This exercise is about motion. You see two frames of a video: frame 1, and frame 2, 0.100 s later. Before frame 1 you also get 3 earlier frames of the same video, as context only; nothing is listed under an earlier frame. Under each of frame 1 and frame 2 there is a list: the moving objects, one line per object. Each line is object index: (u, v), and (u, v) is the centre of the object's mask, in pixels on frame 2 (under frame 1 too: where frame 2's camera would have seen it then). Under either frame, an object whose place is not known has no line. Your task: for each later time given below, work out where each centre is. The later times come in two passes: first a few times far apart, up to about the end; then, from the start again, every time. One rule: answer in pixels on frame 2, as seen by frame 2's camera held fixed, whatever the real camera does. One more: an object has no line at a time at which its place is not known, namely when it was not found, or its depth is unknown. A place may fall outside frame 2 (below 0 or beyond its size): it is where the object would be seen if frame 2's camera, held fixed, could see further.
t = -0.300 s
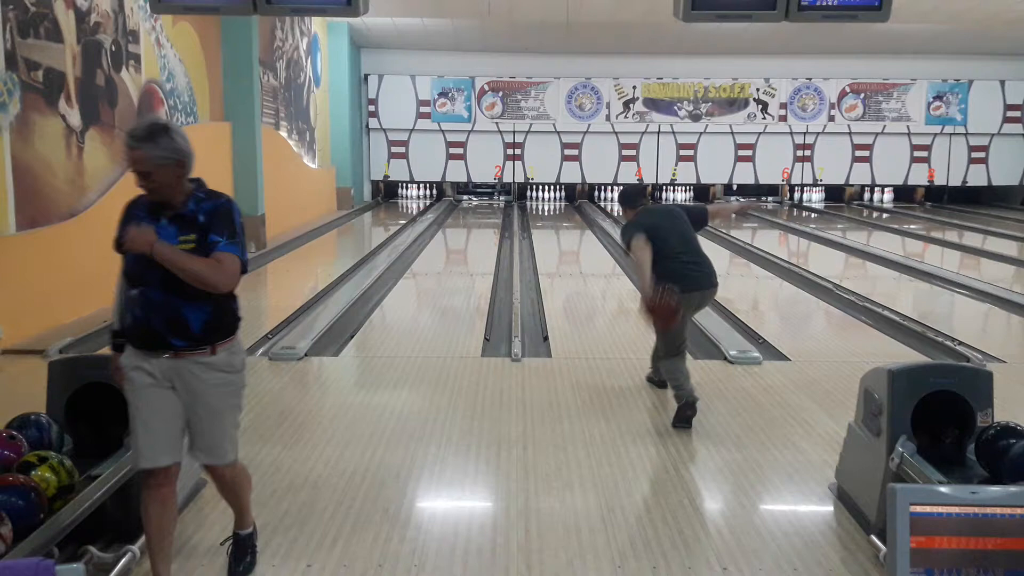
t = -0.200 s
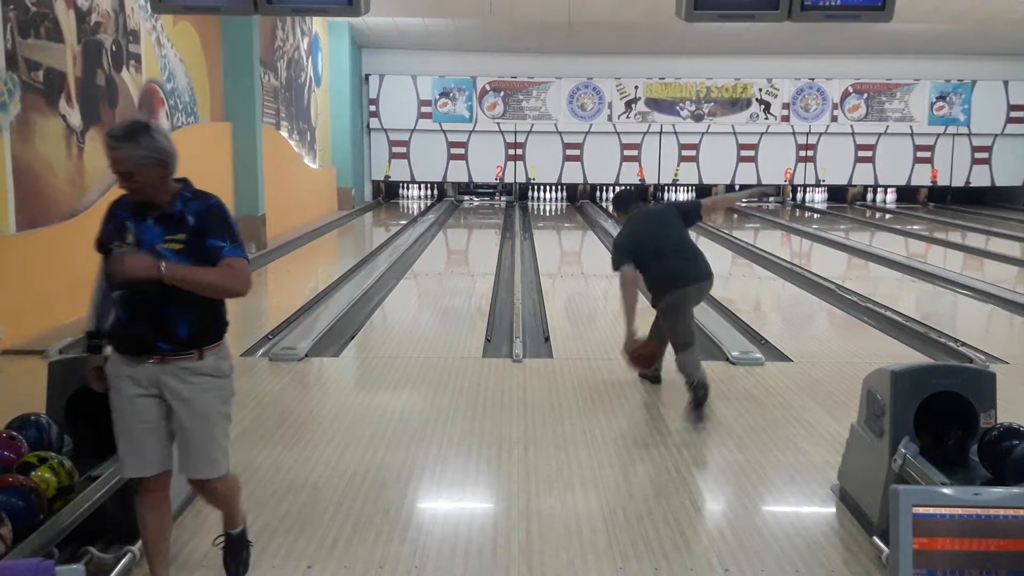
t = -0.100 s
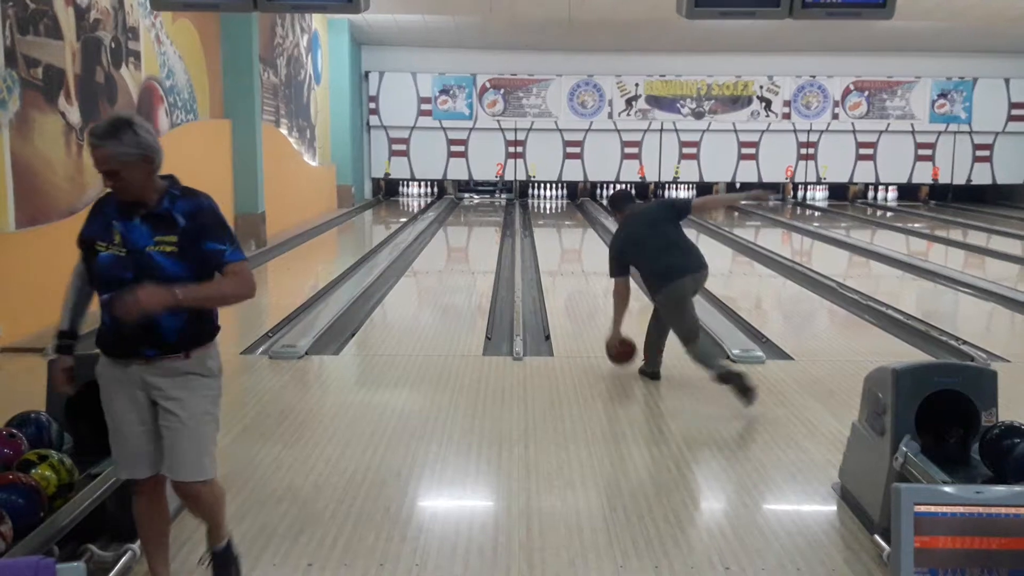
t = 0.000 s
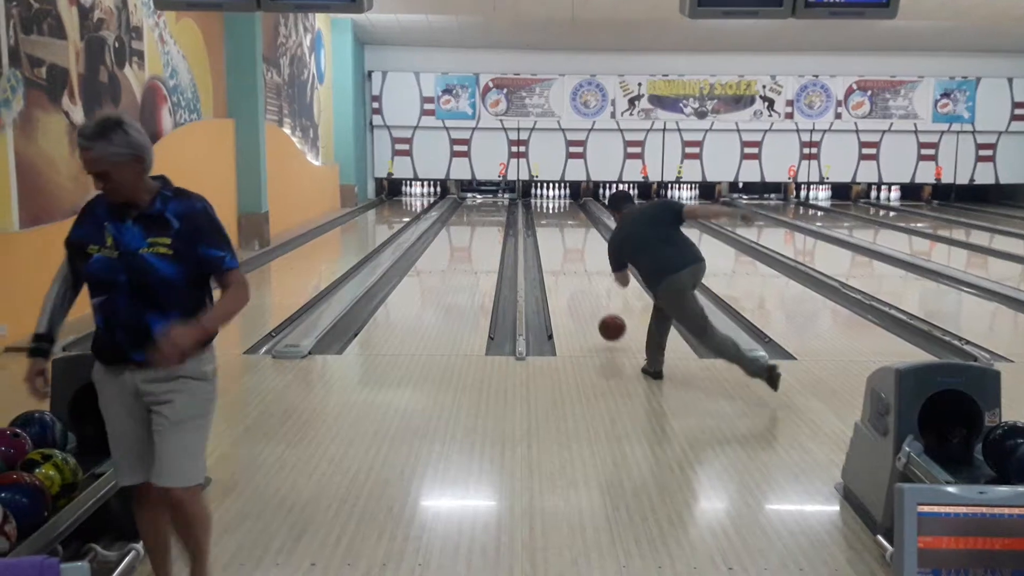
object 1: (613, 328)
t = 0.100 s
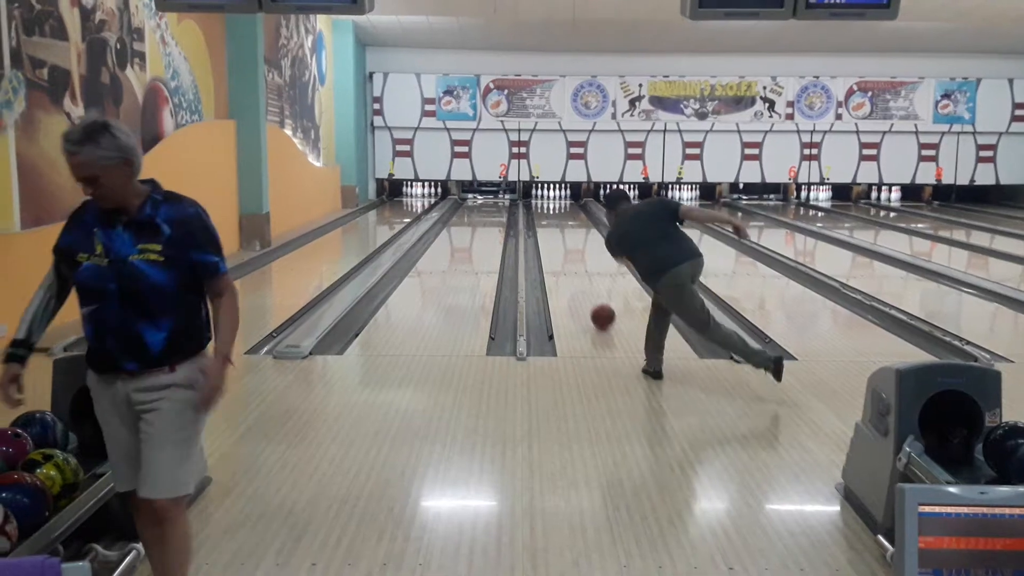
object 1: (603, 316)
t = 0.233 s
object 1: (593, 297)
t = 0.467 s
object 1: (581, 271)
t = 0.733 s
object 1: (572, 249)
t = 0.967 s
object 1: (566, 236)
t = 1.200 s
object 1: (561, 226)
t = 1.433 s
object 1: (557, 217)
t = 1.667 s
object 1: (555, 210)
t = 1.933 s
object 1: (555, 204)
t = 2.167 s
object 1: (555, 199)
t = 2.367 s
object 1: (558, 196)
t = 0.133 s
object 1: (600, 311)
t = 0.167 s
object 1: (598, 306)
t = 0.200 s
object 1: (596, 301)
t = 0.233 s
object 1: (593, 297)
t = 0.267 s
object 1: (591, 293)
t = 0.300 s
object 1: (589, 288)
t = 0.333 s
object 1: (587, 285)
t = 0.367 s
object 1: (586, 281)
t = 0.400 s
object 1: (584, 278)
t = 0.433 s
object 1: (582, 274)
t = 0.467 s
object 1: (581, 271)
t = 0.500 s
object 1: (580, 268)
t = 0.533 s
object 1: (578, 265)
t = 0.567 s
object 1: (577, 262)
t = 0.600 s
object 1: (576, 259)
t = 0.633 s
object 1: (575, 257)
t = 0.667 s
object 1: (574, 254)
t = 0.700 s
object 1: (573, 252)
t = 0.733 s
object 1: (572, 249)
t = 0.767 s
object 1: (571, 247)
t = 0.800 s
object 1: (570, 245)
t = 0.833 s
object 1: (569, 243)
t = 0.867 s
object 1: (568, 241)
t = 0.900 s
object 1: (567, 239)
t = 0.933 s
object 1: (567, 238)
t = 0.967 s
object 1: (566, 236)
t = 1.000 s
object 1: (565, 234)
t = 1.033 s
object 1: (564, 233)
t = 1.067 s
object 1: (563, 231)
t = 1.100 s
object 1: (562, 230)
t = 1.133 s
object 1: (562, 229)
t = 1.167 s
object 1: (561, 227)
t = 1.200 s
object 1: (561, 226)
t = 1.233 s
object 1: (560, 224)
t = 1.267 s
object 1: (560, 223)
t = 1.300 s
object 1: (559, 222)
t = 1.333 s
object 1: (558, 221)
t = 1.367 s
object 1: (558, 219)
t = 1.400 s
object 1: (558, 218)
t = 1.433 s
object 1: (557, 217)
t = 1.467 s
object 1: (556, 216)
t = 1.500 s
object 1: (557, 215)
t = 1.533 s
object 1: (556, 214)
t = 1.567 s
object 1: (556, 213)
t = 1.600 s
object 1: (555, 212)
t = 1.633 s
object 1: (555, 210)
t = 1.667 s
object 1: (555, 210)
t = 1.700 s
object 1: (555, 209)
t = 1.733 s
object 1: (554, 207)
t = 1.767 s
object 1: (555, 207)
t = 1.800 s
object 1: (554, 206)
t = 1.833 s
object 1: (555, 206)
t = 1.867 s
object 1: (555, 206)
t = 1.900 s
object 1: (555, 204)
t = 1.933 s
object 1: (555, 204)
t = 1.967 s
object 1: (555, 203)
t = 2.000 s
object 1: (555, 202)
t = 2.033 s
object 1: (555, 201)
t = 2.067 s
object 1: (555, 201)
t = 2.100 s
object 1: (555, 200)
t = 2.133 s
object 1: (555, 200)
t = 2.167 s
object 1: (555, 199)
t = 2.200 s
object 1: (556, 199)
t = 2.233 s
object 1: (556, 198)
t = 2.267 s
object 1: (557, 198)
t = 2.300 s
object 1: (557, 197)
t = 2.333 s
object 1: (557, 196)
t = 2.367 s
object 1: (558, 196)
